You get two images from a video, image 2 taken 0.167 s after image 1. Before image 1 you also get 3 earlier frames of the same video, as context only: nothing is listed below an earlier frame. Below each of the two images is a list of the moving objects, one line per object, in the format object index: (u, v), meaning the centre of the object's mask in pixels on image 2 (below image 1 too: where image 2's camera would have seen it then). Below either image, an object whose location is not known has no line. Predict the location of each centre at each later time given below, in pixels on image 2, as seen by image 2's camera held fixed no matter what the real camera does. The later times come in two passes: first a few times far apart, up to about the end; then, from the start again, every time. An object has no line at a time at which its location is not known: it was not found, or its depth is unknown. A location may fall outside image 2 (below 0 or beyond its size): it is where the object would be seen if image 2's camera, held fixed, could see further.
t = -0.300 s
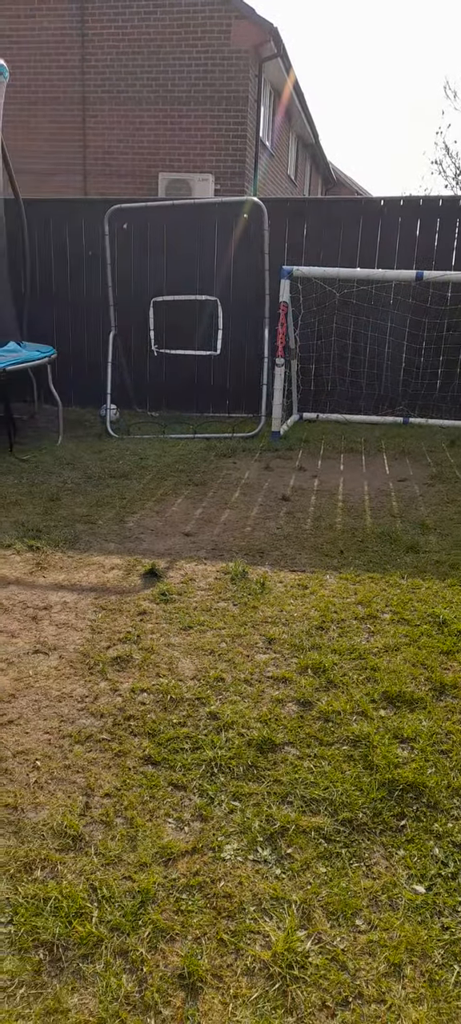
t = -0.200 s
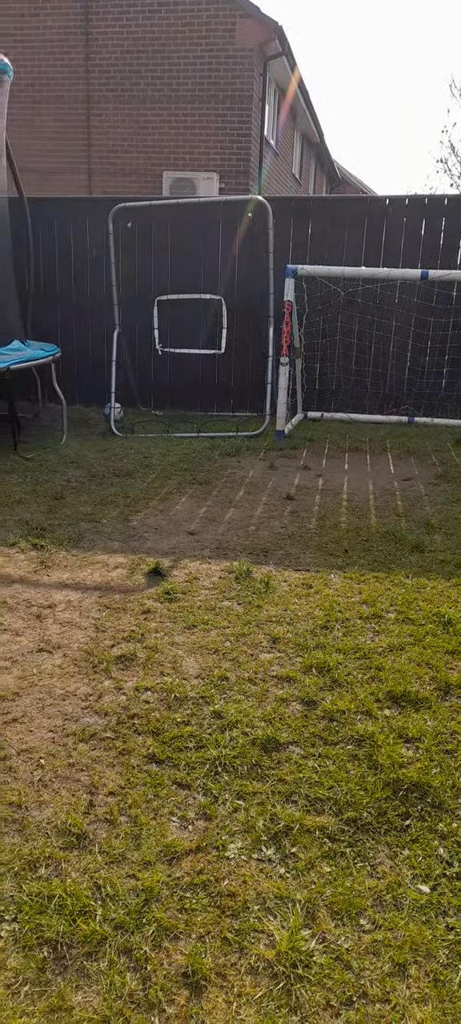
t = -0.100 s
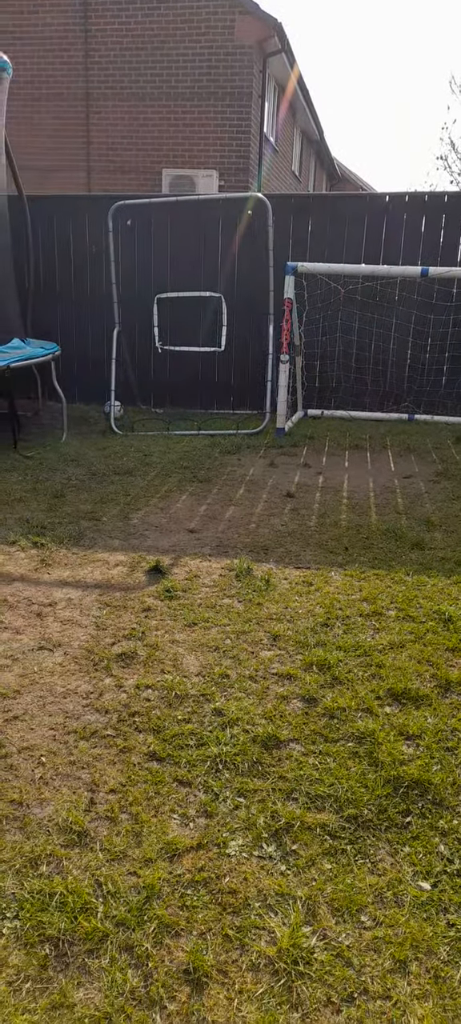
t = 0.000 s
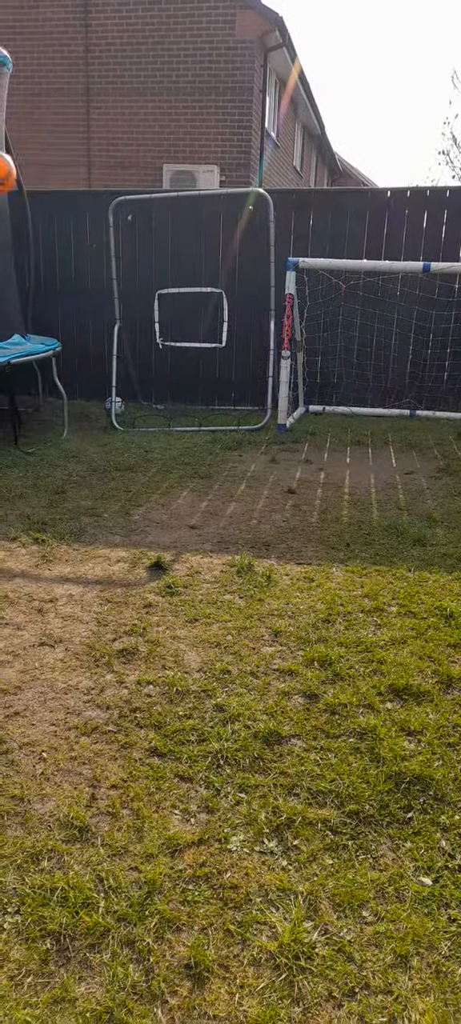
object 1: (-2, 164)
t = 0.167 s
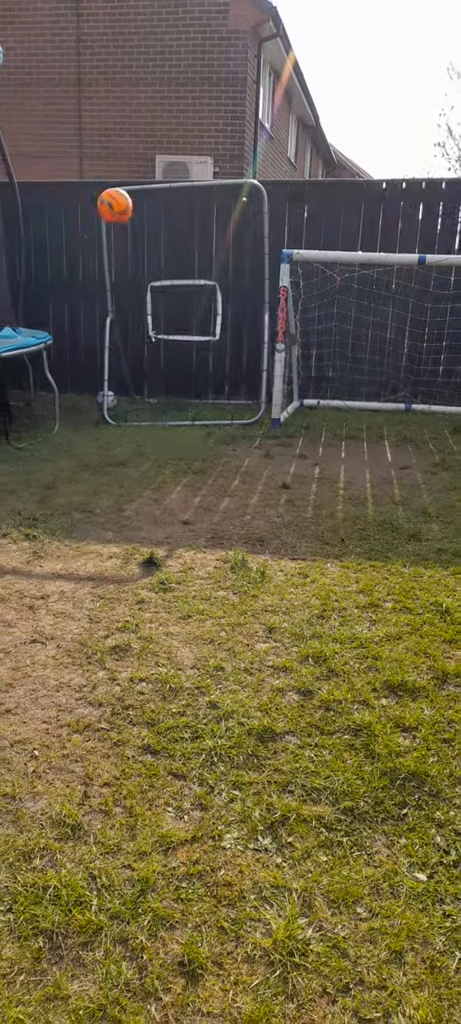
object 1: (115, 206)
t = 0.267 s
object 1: (170, 245)
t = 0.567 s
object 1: (214, 347)
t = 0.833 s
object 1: (181, 406)
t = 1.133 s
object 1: (122, 418)
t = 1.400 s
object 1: (51, 518)
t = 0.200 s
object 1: (134, 218)
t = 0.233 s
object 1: (153, 230)
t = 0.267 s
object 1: (170, 245)
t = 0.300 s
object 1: (186, 259)
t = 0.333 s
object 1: (200, 273)
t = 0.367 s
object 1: (213, 288)
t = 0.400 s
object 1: (223, 302)
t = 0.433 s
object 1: (224, 307)
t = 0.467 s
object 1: (221, 315)
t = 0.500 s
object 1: (219, 324)
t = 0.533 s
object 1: (216, 335)
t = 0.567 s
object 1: (214, 347)
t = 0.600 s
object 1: (210, 363)
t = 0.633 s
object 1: (207, 379)
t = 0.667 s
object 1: (203, 397)
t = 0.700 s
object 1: (200, 419)
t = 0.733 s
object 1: (197, 435)
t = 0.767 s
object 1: (192, 423)
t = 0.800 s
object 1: (187, 414)
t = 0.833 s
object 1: (181, 406)
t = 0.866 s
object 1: (176, 399)
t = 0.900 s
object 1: (170, 394)
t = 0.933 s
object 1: (164, 391)
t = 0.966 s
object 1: (158, 390)
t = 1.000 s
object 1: (151, 390)
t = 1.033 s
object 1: (144, 393)
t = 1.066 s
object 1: (137, 399)
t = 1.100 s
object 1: (131, 407)
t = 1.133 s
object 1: (122, 418)
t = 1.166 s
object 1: (115, 433)
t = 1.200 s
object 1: (108, 448)
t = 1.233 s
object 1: (100, 467)
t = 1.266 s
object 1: (92, 490)
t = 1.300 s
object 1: (84, 516)
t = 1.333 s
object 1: (74, 531)
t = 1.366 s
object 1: (60, 524)
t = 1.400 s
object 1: (51, 518)
